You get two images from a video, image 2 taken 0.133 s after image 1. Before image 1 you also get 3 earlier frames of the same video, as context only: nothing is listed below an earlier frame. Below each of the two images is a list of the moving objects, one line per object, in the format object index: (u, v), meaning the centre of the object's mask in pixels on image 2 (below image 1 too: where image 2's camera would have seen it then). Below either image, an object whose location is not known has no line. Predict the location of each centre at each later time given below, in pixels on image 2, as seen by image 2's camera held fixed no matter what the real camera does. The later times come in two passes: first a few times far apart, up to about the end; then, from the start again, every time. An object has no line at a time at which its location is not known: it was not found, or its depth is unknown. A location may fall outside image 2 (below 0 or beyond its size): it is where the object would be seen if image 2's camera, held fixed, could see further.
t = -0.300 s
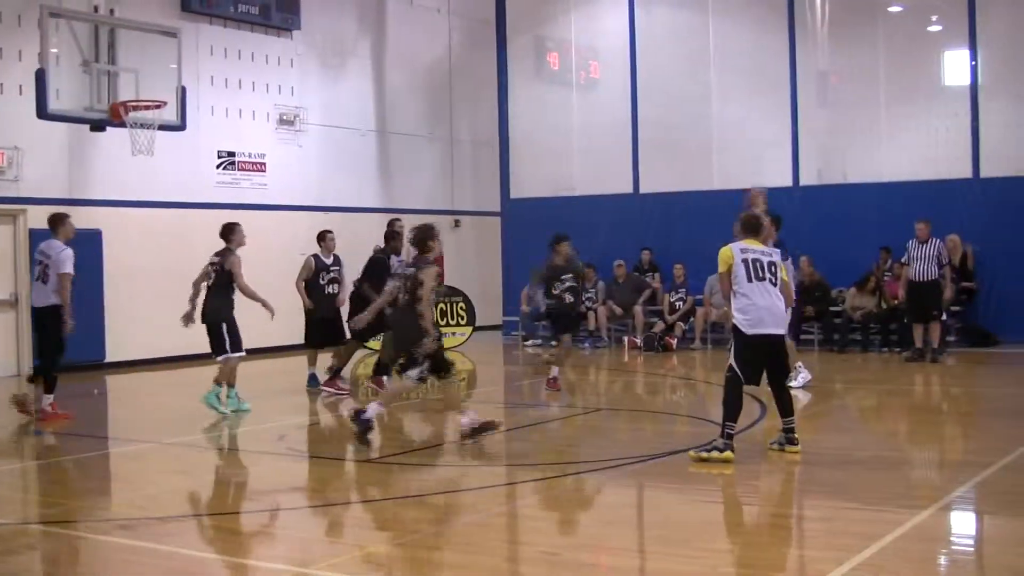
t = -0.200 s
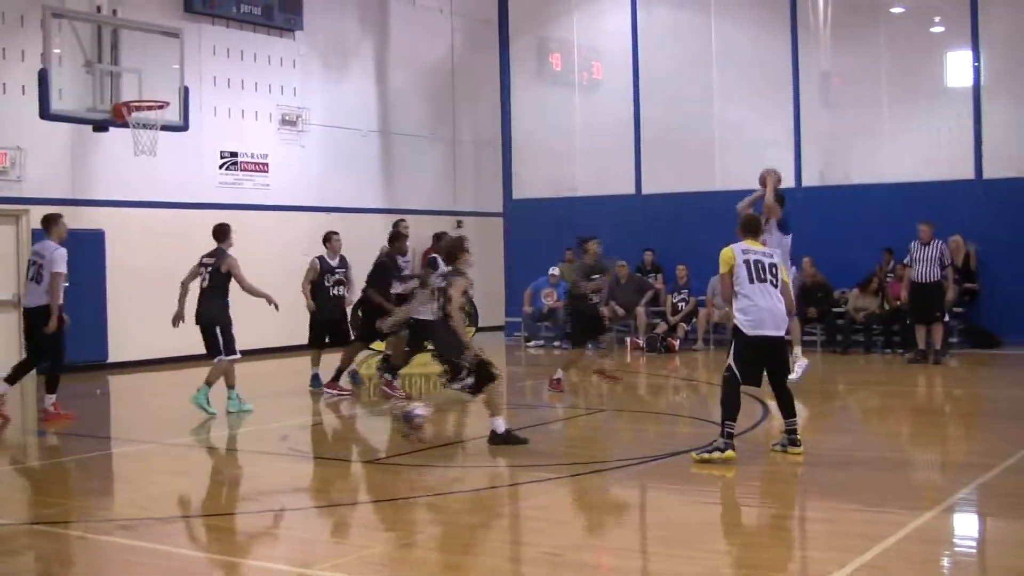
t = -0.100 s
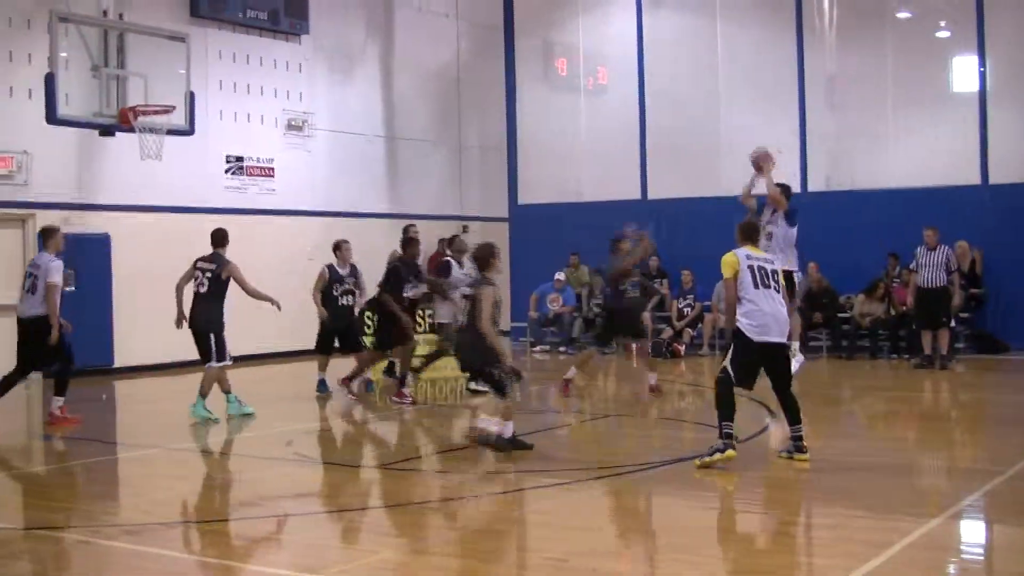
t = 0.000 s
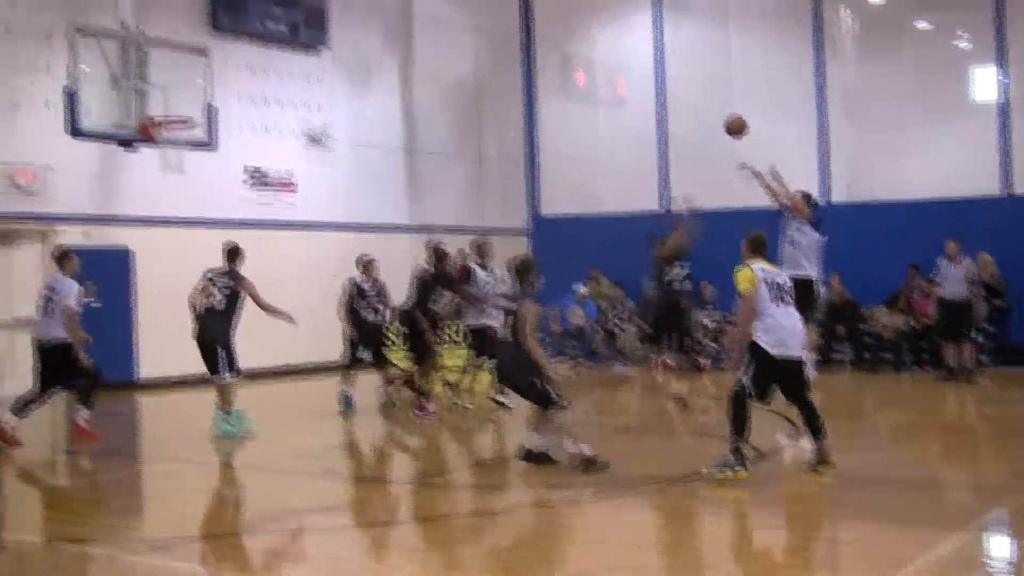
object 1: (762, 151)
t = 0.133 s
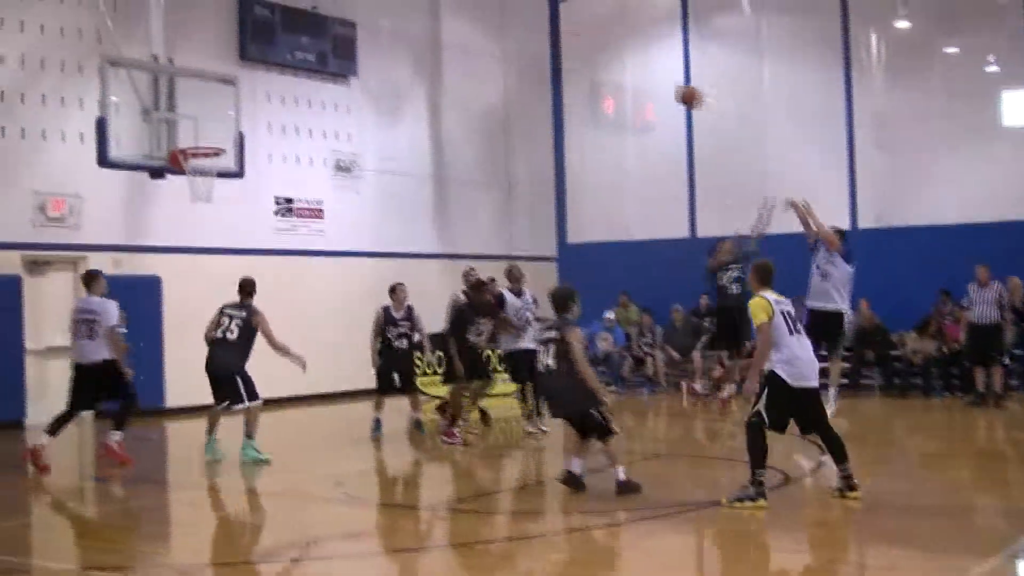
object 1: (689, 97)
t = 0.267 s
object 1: (614, 58)
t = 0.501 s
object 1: (485, 28)
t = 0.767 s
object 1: (342, 56)
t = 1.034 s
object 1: (195, 152)
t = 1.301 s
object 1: (225, 164)
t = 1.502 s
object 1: (242, 185)
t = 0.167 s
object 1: (670, 85)
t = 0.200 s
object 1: (652, 75)
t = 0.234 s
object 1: (635, 67)
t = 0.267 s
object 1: (614, 58)
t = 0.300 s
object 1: (595, 50)
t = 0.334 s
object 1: (577, 43)
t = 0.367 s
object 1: (560, 38)
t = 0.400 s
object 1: (541, 35)
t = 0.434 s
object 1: (522, 32)
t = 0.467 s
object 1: (503, 30)
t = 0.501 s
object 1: (485, 28)
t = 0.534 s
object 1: (466, 27)
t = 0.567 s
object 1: (448, 28)
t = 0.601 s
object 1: (429, 31)
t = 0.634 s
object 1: (411, 34)
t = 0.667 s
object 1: (393, 38)
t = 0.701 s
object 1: (375, 43)
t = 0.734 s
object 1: (358, 48)
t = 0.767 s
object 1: (342, 56)
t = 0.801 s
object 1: (322, 61)
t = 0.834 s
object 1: (303, 74)
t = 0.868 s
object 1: (280, 87)
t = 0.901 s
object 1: (263, 97)
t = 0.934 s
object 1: (245, 109)
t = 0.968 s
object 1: (226, 123)
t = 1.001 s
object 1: (214, 136)
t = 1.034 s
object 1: (195, 152)
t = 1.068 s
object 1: (196, 165)
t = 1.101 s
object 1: (203, 171)
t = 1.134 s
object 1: (207, 171)
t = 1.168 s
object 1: (212, 169)
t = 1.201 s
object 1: (216, 165)
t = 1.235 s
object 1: (220, 164)
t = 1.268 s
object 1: (222, 165)
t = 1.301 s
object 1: (225, 164)
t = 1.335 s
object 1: (229, 164)
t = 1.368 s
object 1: (231, 165)
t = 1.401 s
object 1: (233, 168)
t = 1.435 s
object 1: (236, 173)
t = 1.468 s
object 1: (239, 179)
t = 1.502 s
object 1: (242, 185)
